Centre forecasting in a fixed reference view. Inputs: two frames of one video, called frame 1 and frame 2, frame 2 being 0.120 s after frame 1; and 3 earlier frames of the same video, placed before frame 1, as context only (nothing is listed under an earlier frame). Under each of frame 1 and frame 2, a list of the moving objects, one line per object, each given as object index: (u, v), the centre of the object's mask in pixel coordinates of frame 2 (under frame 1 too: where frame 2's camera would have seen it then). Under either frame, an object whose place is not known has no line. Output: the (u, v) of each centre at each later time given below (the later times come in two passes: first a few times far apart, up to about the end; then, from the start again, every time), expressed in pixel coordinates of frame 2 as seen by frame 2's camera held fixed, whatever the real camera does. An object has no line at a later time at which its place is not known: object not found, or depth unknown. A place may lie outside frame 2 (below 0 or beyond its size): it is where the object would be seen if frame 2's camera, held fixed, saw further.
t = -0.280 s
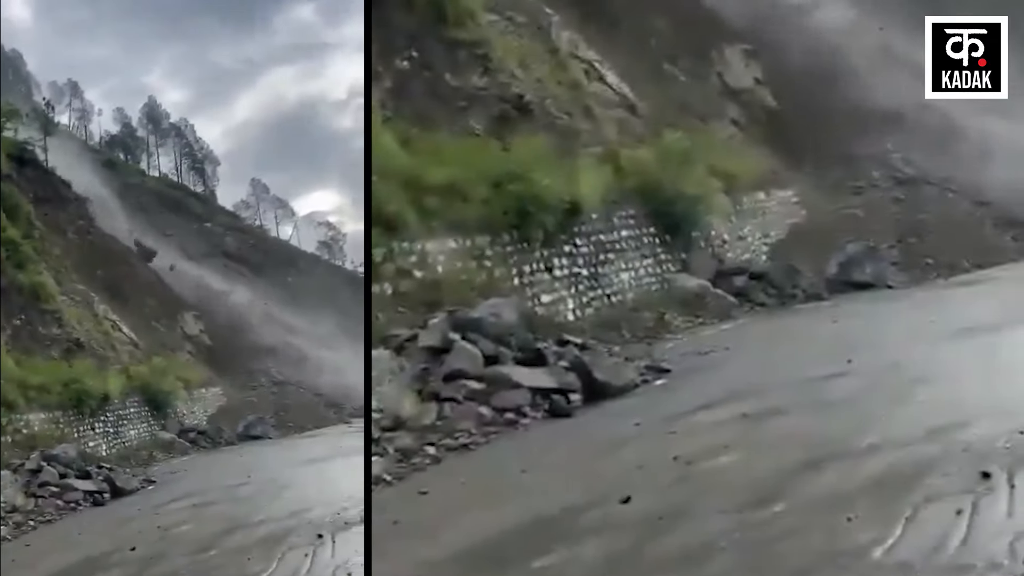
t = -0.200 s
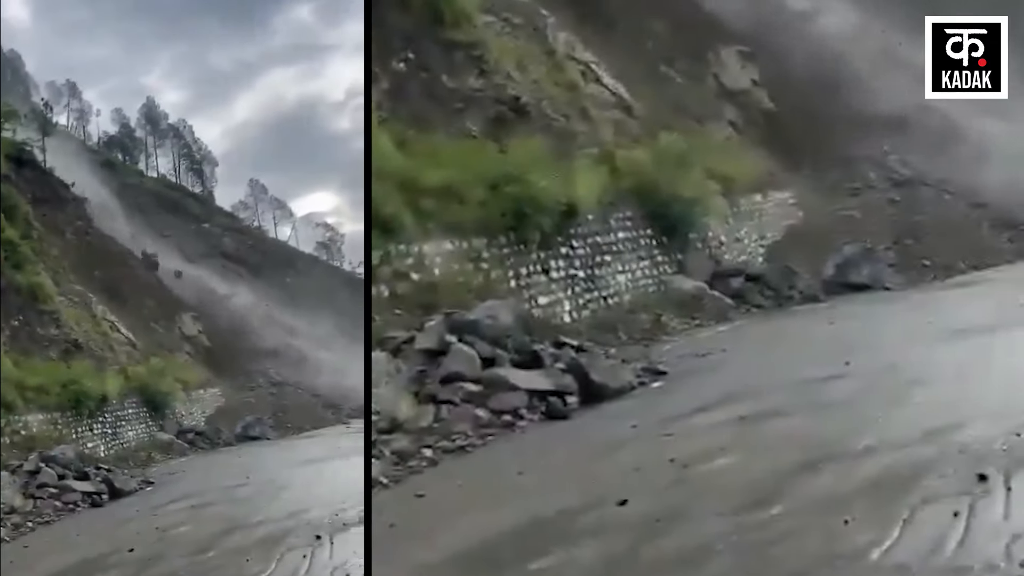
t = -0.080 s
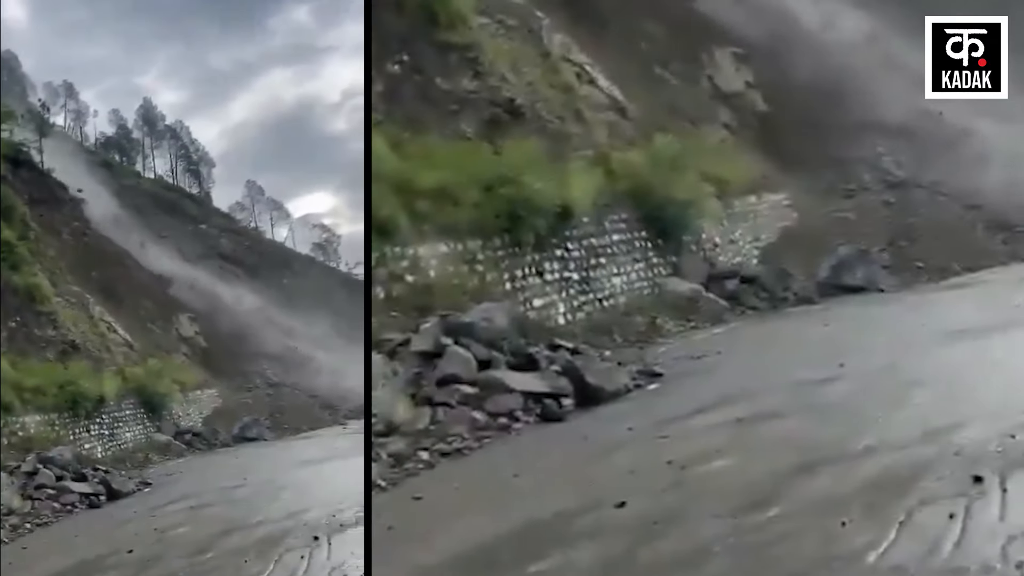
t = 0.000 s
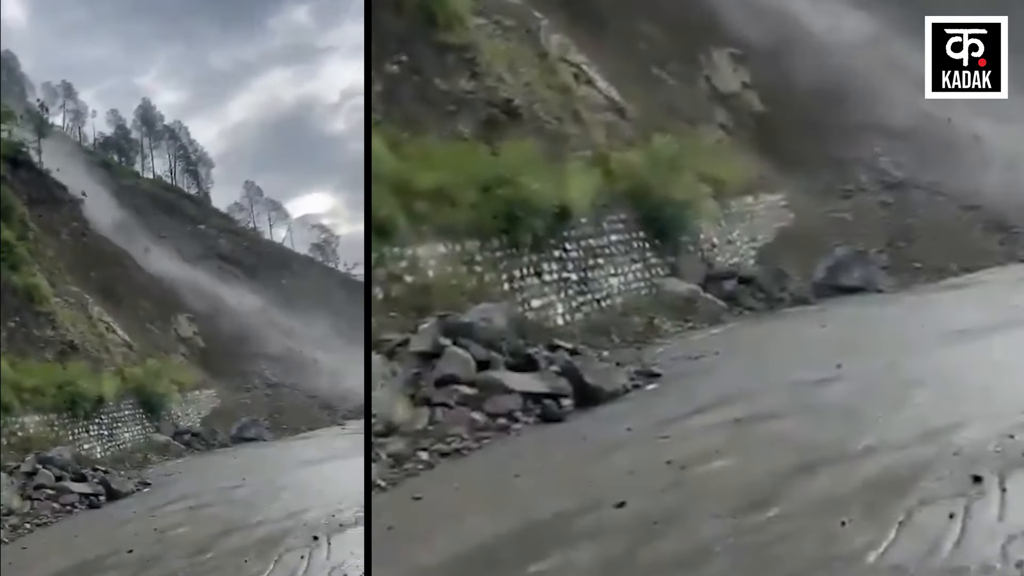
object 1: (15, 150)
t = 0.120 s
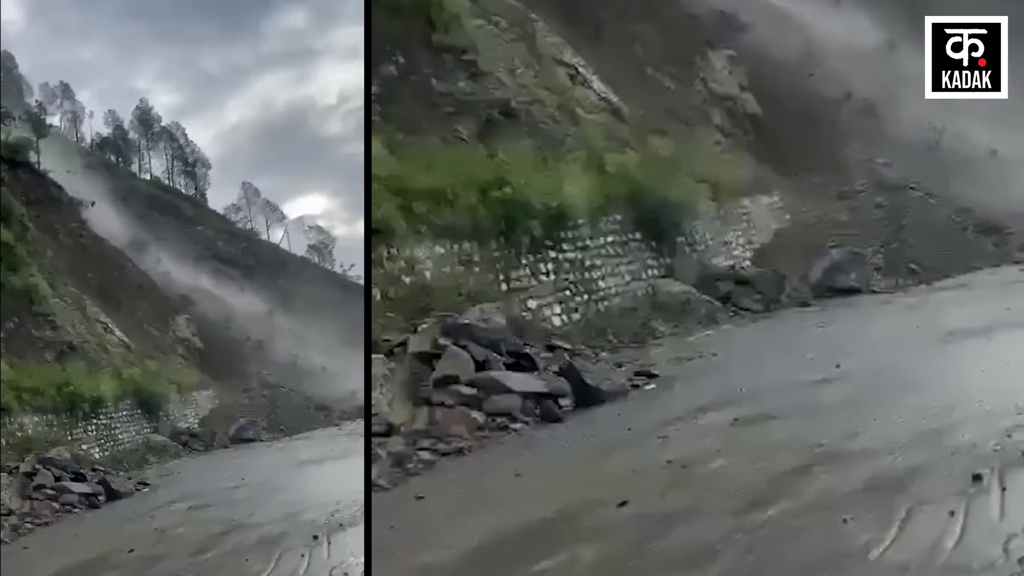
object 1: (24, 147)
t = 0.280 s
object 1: (29, 150)
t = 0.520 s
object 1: (44, 158)
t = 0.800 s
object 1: (66, 173)
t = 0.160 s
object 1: (24, 148)
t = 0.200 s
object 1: (26, 148)
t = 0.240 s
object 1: (27, 149)
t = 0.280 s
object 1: (29, 150)
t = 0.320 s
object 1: (33, 152)
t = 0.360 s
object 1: (37, 153)
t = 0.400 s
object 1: (38, 154)
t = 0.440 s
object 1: (40, 156)
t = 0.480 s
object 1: (42, 157)
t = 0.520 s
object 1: (44, 158)
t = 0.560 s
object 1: (45, 159)
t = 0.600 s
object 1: (51, 163)
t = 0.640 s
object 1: (56, 165)
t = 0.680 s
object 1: (58, 166)
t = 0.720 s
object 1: (61, 168)
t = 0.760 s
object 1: (63, 170)
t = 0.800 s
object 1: (66, 173)
